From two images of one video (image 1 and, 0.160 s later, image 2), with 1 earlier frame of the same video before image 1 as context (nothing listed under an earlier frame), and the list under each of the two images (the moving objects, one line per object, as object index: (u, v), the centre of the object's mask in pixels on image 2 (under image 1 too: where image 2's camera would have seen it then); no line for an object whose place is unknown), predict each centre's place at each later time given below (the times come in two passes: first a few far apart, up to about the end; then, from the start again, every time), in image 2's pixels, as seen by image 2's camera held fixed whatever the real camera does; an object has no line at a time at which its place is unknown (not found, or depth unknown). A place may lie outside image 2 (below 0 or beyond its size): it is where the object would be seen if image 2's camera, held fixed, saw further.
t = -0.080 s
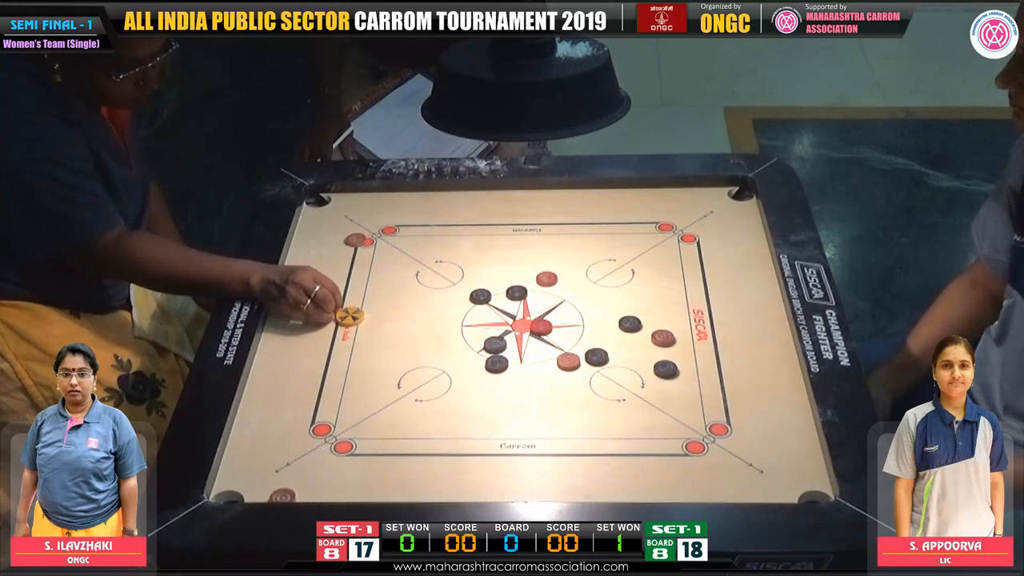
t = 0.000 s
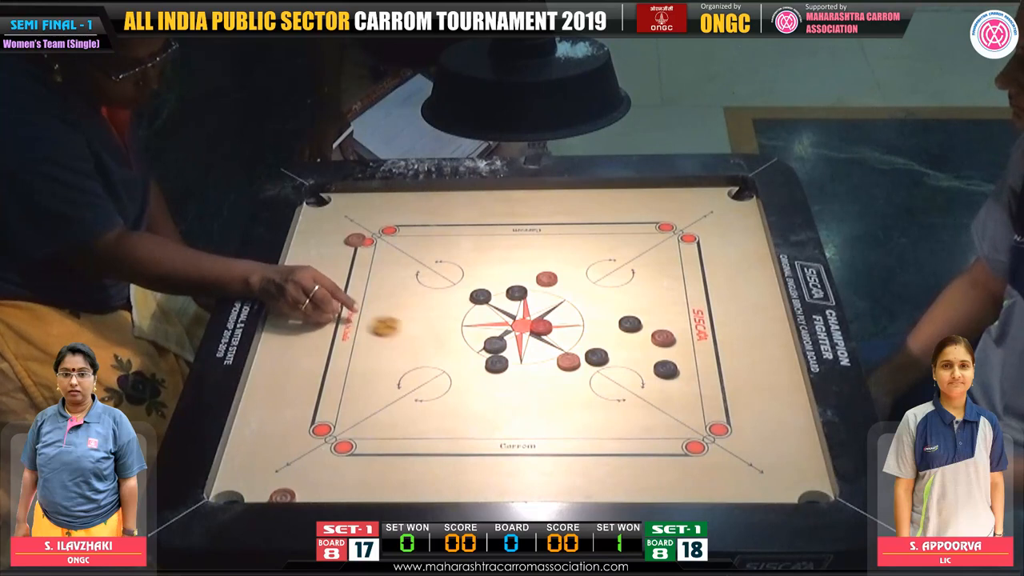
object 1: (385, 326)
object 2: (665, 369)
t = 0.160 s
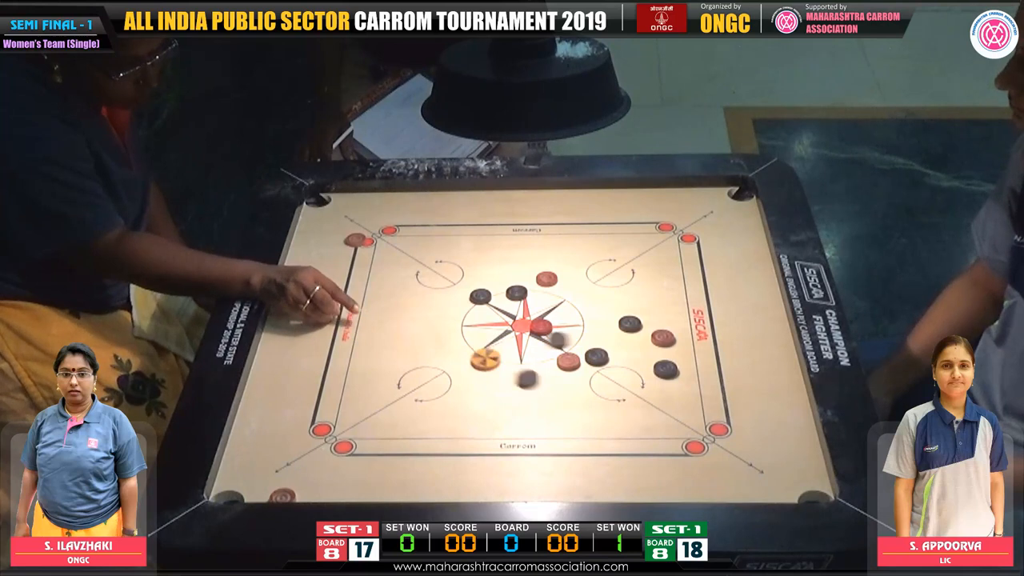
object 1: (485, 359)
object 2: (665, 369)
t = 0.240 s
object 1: (498, 368)
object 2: (665, 369)
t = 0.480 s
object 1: (515, 378)
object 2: (689, 391)
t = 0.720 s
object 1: (515, 378)
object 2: (695, 396)
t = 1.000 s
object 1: (515, 378)
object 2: (695, 396)
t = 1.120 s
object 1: (515, 378)
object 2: (695, 396)
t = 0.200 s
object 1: (492, 364)
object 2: (665, 369)
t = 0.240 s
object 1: (498, 368)
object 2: (665, 369)
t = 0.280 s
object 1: (503, 371)
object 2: (665, 369)
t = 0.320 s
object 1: (507, 373)
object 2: (665, 369)
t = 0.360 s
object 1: (510, 375)
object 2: (671, 374)
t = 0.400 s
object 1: (513, 377)
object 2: (679, 381)
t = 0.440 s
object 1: (514, 378)
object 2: (684, 386)
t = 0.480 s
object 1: (515, 378)
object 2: (689, 391)
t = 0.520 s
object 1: (515, 378)
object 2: (692, 394)
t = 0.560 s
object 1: (515, 378)
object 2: (694, 396)
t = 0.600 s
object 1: (515, 378)
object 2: (695, 396)
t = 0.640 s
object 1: (515, 378)
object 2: (695, 396)
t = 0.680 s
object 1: (515, 378)
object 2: (695, 396)
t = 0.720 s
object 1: (515, 378)
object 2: (695, 396)
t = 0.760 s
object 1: (515, 378)
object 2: (695, 396)
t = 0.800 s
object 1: (515, 378)
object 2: (695, 396)
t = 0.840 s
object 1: (515, 378)
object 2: (695, 396)
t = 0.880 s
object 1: (515, 378)
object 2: (695, 396)
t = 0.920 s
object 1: (515, 378)
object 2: (695, 396)
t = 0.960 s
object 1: (515, 378)
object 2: (695, 396)
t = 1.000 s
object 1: (515, 378)
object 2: (695, 396)
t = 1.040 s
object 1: (515, 378)
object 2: (695, 396)
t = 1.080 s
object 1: (515, 378)
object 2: (695, 396)
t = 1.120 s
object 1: (515, 378)
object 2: (695, 396)
